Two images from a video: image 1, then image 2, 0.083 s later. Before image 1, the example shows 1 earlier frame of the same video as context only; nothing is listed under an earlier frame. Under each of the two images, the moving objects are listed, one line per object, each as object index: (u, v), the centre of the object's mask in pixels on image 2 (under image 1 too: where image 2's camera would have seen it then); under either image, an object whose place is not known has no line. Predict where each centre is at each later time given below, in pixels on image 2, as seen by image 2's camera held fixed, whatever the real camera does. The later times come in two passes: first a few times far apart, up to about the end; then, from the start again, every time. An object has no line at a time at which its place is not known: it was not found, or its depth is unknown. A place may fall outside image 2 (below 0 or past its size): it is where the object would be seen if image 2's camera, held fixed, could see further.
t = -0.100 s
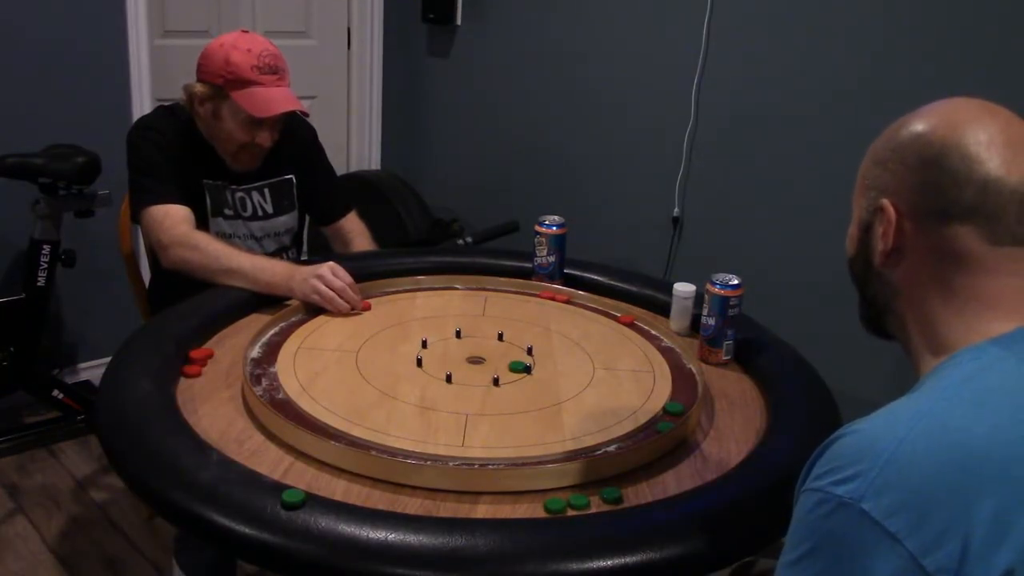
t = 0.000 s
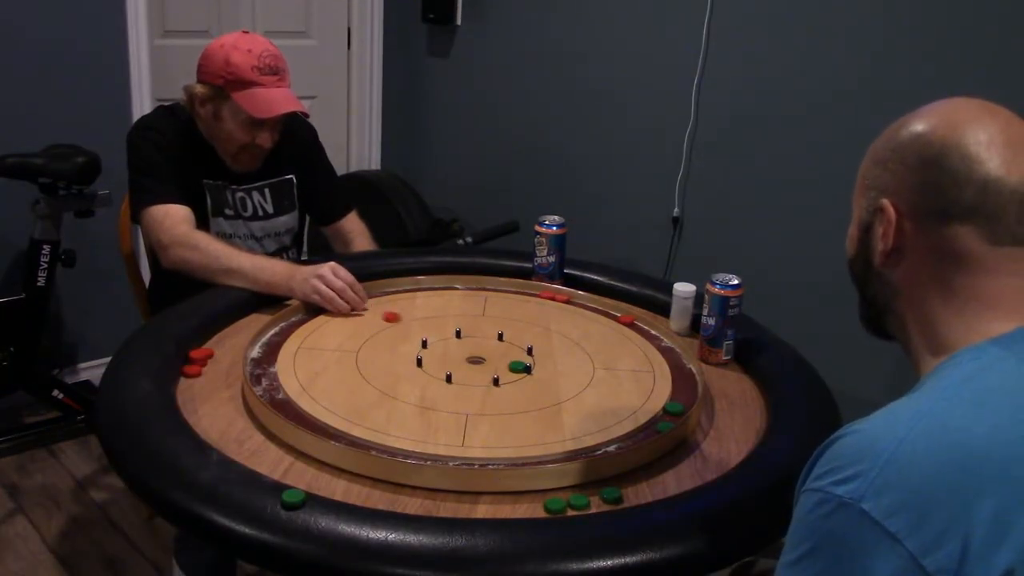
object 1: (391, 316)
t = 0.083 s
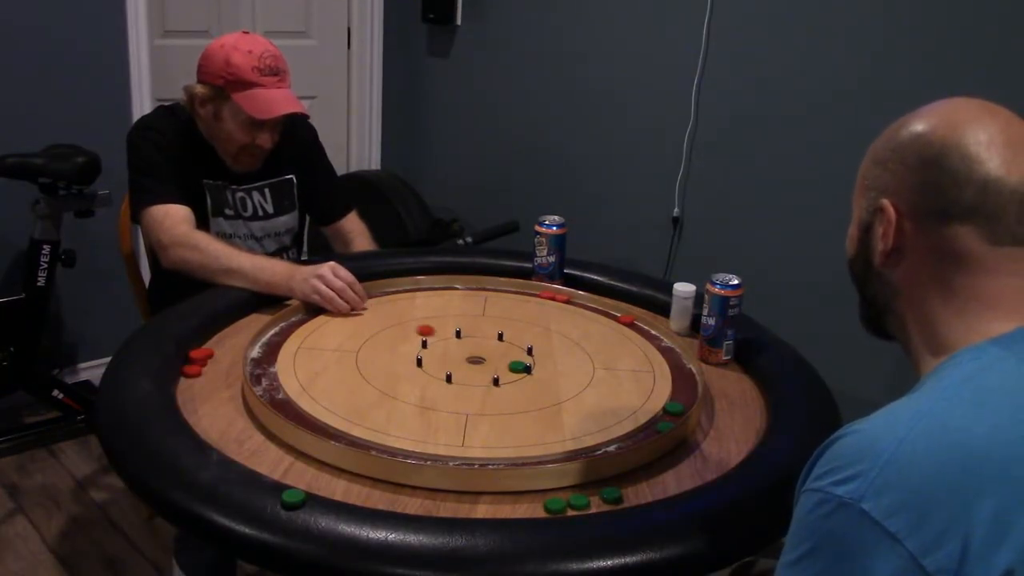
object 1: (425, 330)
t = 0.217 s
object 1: (476, 351)
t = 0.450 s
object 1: (475, 356)
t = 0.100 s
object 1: (431, 333)
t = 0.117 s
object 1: (438, 336)
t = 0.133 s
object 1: (444, 338)
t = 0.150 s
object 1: (451, 340)
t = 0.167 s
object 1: (458, 344)
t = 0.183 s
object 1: (463, 346)
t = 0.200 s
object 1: (470, 348)
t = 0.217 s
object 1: (476, 351)
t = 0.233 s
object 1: (481, 354)
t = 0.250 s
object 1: (488, 355)
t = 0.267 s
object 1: (493, 357)
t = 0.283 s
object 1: (498, 360)
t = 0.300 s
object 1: (500, 361)
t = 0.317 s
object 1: (497, 360)
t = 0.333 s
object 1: (494, 359)
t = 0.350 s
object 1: (490, 358)
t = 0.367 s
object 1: (487, 357)
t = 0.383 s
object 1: (483, 357)
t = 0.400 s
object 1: (481, 357)
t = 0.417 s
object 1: (478, 357)
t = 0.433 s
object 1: (476, 357)
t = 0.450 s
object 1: (475, 356)
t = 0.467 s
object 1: (473, 356)
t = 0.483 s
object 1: (472, 356)
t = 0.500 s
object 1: (472, 357)
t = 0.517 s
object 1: (472, 357)
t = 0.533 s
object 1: (472, 357)
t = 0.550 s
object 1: (472, 357)
